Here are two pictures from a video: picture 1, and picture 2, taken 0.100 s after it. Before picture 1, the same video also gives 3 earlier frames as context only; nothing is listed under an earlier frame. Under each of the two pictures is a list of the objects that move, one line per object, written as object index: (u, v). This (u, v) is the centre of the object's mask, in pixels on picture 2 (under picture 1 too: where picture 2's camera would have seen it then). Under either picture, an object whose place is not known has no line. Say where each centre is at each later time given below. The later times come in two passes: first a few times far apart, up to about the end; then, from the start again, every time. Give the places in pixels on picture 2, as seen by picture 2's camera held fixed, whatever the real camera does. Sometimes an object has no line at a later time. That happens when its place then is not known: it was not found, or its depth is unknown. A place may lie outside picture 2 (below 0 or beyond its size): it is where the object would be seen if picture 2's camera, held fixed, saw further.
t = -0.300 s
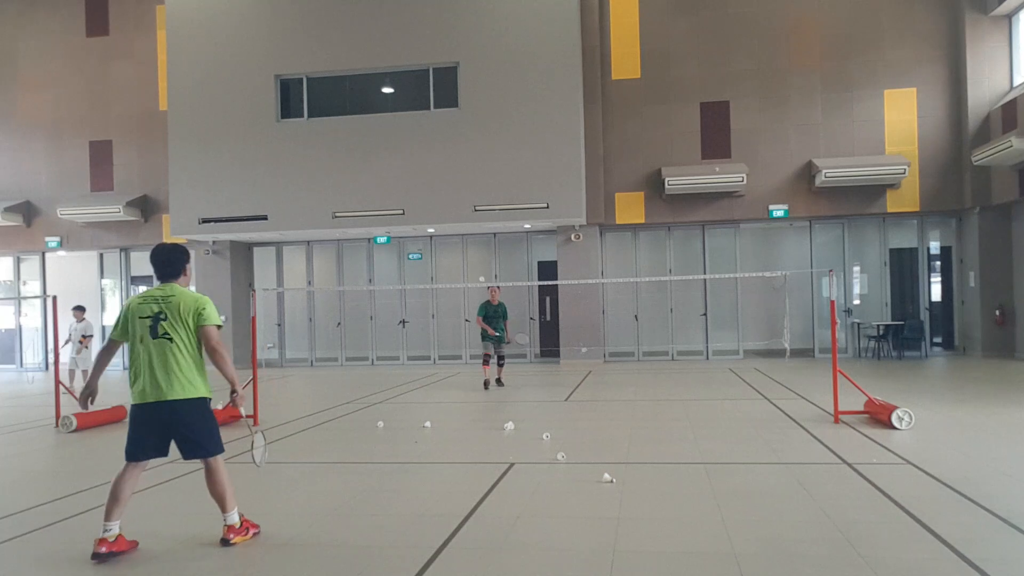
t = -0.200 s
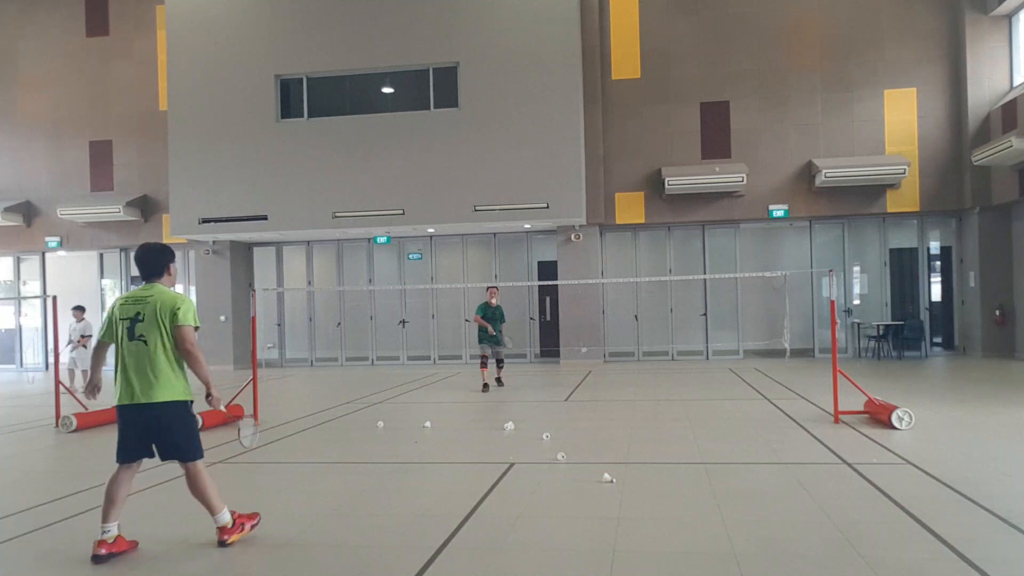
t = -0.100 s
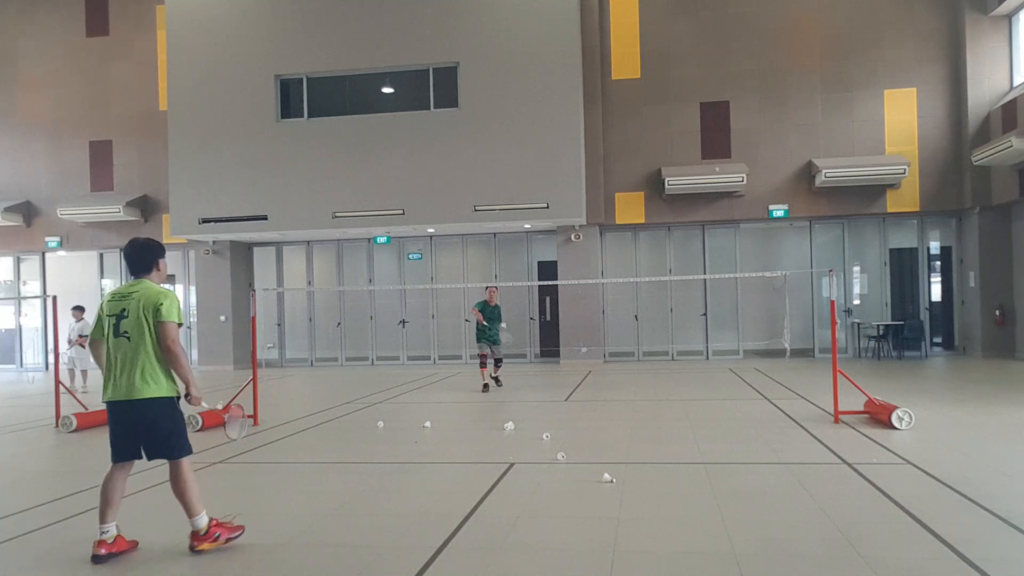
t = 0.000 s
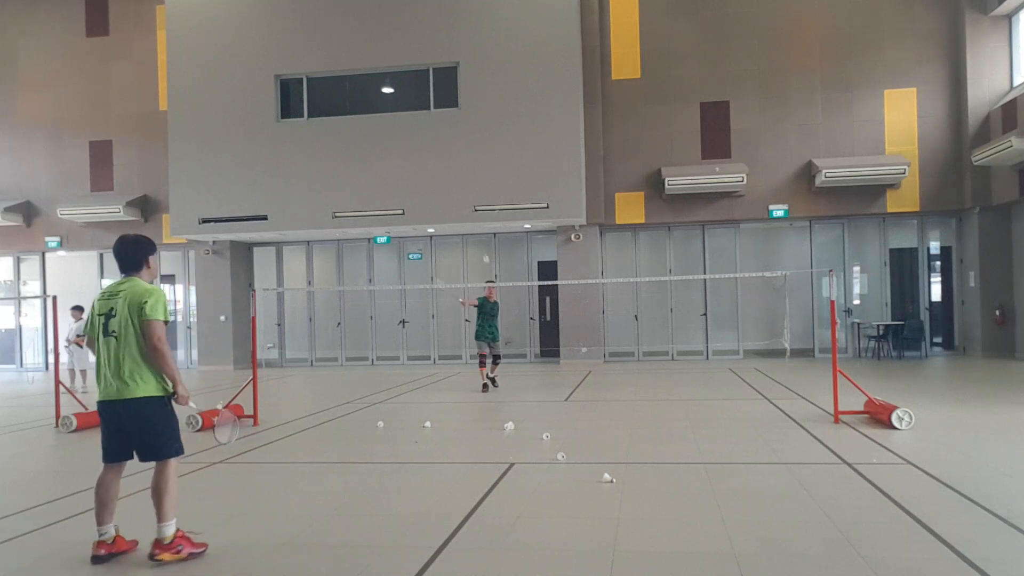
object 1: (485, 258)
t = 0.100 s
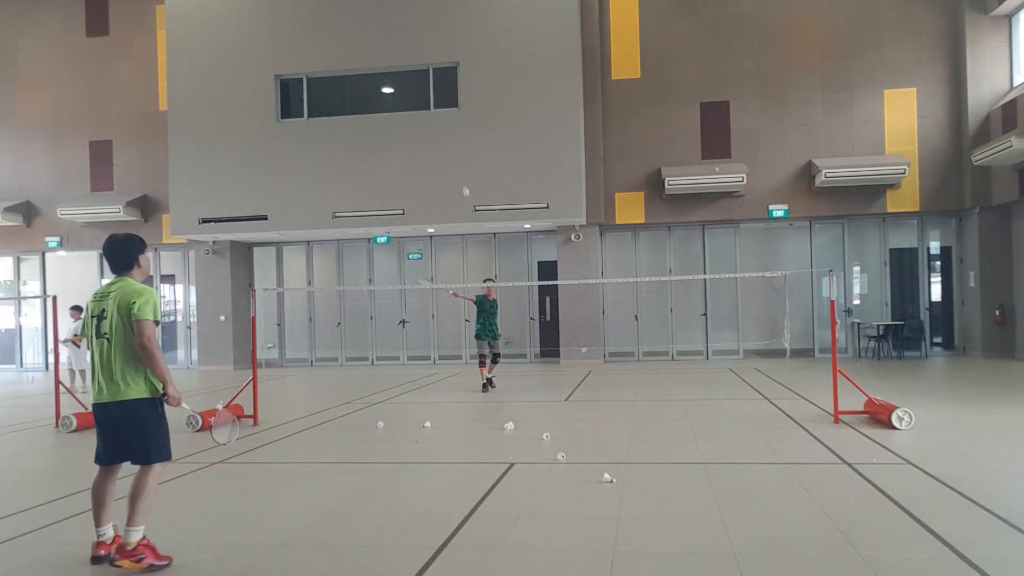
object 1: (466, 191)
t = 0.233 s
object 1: (440, 117)
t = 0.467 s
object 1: (394, 31)
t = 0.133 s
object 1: (459, 170)
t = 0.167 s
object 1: (453, 152)
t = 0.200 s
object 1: (447, 134)
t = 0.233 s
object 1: (440, 117)
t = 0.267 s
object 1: (434, 103)
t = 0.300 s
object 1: (427, 88)
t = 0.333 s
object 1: (421, 75)
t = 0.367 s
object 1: (414, 62)
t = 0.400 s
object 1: (408, 50)
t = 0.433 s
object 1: (401, 40)
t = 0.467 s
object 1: (394, 31)
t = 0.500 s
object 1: (387, 23)
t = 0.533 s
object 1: (380, 16)
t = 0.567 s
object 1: (373, 10)
